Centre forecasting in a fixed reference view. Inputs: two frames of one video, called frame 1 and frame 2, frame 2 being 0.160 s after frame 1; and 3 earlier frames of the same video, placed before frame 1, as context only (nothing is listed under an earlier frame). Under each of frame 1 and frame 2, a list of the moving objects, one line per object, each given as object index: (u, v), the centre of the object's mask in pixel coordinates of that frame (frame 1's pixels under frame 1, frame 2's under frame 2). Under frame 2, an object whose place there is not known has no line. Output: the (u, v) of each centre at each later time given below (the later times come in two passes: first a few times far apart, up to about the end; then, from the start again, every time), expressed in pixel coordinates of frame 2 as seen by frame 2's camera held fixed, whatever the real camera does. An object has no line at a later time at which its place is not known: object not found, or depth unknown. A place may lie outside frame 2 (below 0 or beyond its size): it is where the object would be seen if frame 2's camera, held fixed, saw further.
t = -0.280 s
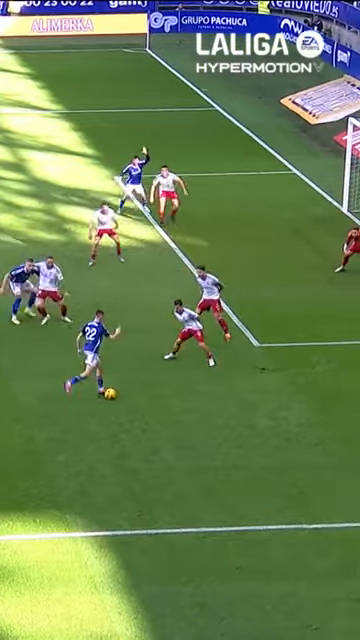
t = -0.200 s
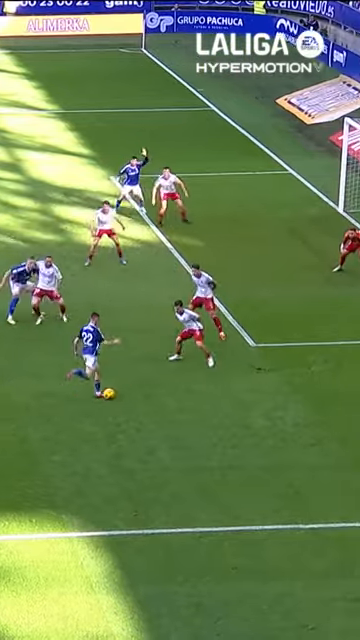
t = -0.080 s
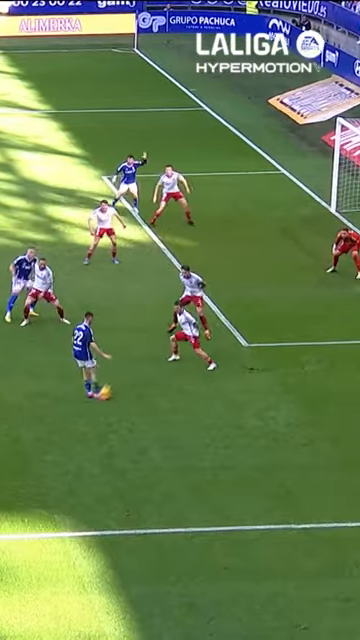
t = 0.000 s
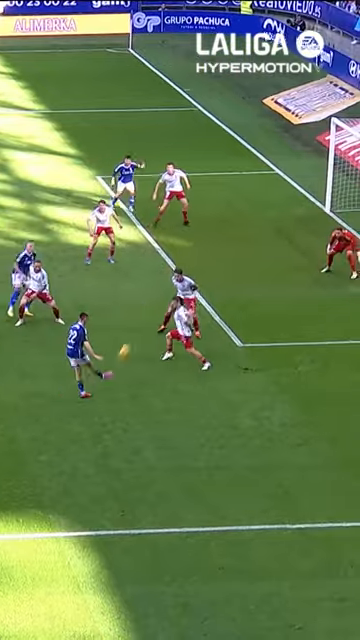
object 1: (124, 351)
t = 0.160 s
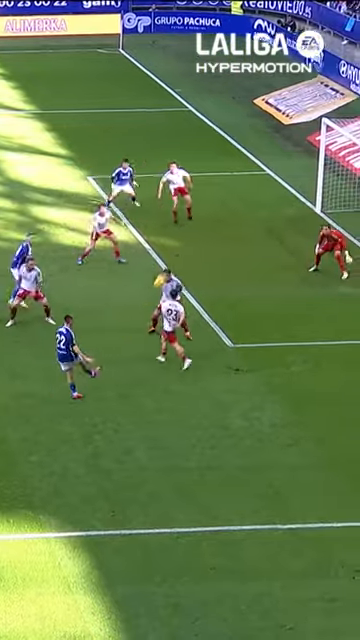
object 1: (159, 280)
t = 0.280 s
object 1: (187, 239)
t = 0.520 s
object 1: (233, 179)
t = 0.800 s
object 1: (273, 144)
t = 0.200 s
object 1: (169, 266)
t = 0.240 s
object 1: (178, 252)
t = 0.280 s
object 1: (187, 239)
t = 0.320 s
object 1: (196, 227)
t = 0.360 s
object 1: (204, 216)
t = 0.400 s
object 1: (212, 206)
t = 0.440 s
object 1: (219, 197)
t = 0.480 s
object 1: (226, 189)
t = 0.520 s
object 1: (233, 179)
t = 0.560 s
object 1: (239, 172)
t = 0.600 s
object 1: (246, 165)
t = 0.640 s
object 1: (252, 161)
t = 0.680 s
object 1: (258, 155)
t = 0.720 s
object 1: (263, 151)
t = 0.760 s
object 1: (268, 147)
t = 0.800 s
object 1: (273, 144)
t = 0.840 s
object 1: (278, 142)
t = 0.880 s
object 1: (283, 140)
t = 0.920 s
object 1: (286, 139)
